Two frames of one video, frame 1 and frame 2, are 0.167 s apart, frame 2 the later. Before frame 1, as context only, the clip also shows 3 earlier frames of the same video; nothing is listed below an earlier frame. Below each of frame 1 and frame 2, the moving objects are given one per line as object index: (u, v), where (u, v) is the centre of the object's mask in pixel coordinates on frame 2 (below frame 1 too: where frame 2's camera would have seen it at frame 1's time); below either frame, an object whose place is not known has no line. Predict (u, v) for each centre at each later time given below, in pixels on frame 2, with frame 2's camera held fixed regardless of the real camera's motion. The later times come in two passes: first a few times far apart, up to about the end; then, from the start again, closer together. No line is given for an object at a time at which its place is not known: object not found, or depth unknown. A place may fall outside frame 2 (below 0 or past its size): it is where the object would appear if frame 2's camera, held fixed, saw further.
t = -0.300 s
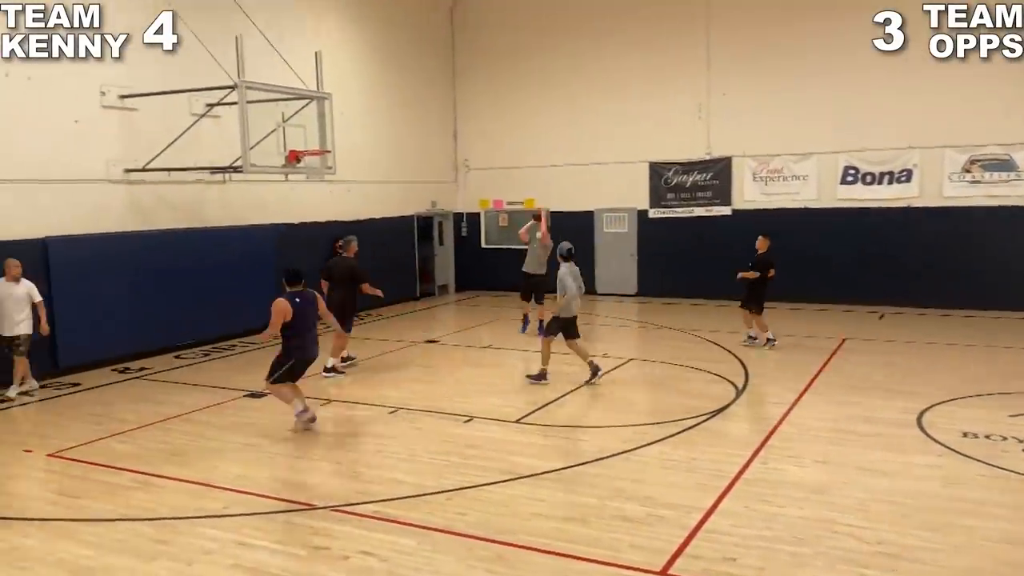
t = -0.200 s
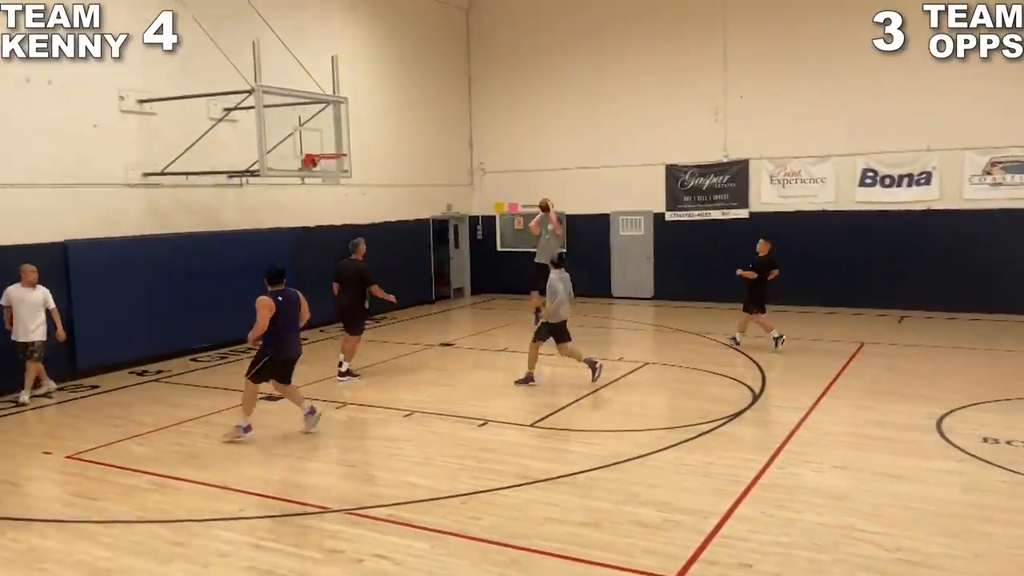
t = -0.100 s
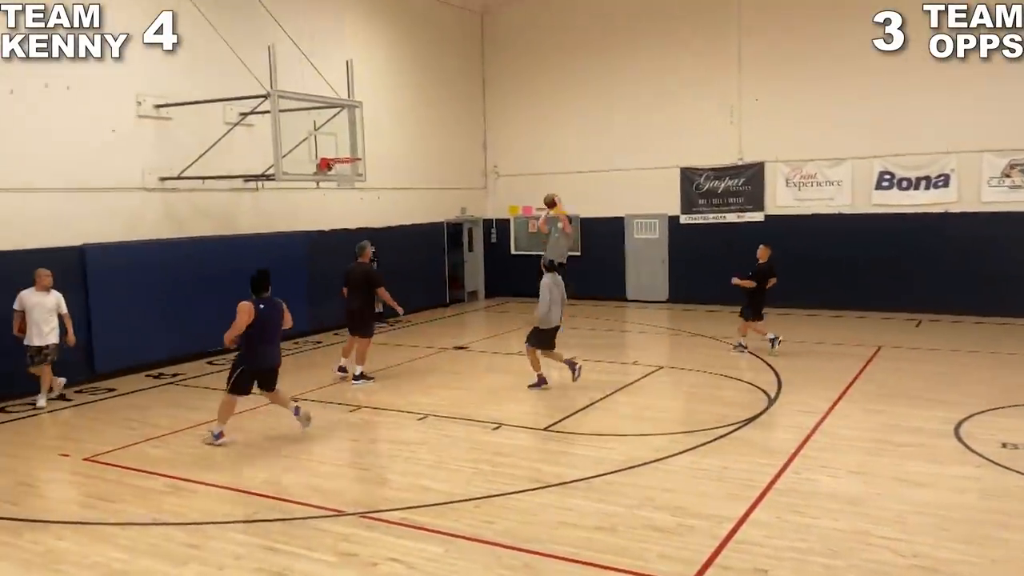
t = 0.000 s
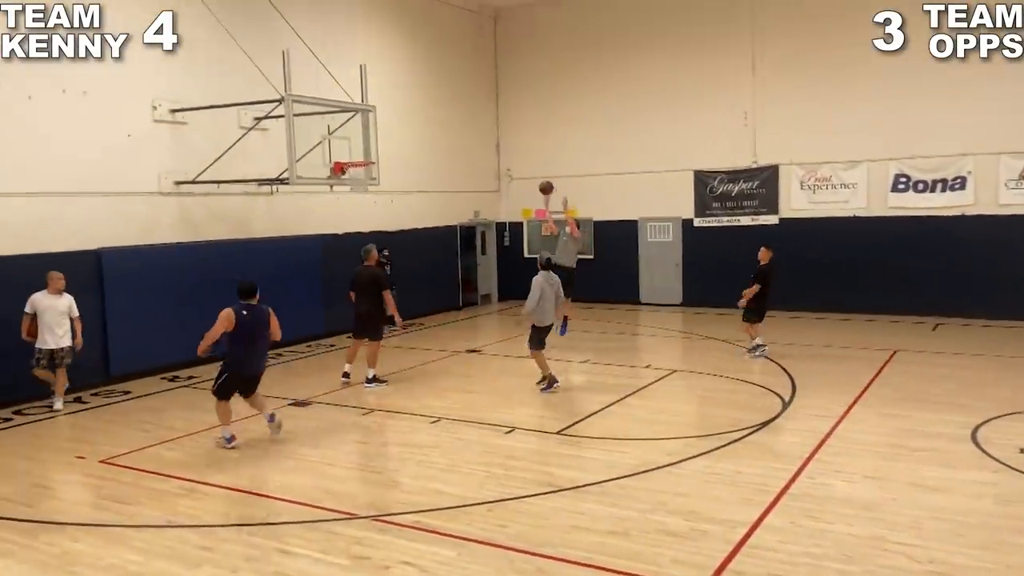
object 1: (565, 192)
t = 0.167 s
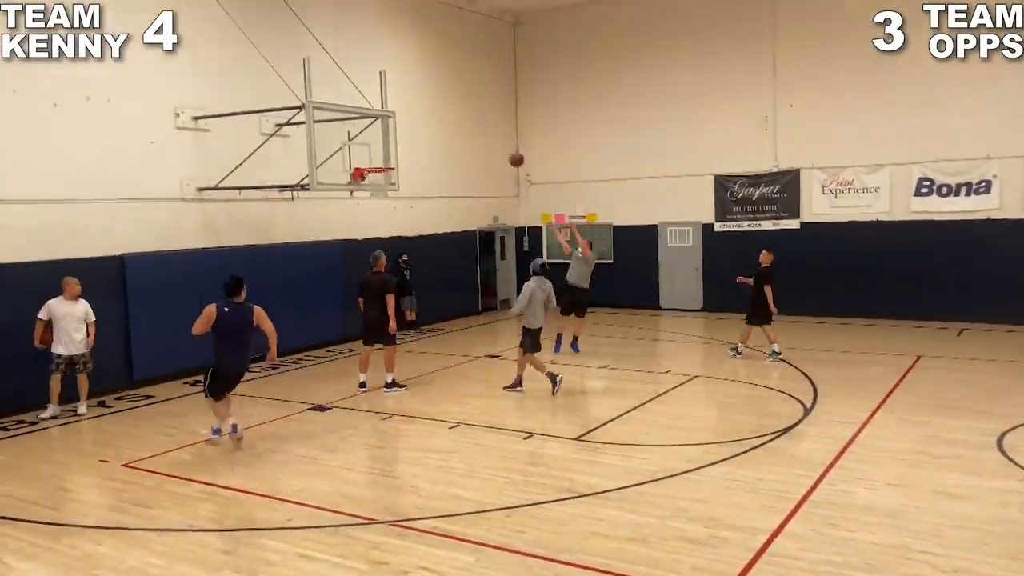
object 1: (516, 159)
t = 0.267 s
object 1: (486, 147)
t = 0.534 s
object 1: (405, 144)
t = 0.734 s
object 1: (377, 161)
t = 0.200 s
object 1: (506, 154)
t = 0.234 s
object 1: (496, 150)
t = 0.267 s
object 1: (486, 147)
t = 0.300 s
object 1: (476, 144)
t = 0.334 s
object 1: (466, 142)
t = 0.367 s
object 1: (456, 140)
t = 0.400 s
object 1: (446, 139)
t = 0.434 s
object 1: (436, 140)
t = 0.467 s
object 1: (425, 141)
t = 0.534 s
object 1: (405, 144)
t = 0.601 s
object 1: (384, 151)
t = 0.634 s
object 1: (375, 155)
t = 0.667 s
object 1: (376, 158)
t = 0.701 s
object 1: (377, 160)
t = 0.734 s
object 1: (377, 161)
